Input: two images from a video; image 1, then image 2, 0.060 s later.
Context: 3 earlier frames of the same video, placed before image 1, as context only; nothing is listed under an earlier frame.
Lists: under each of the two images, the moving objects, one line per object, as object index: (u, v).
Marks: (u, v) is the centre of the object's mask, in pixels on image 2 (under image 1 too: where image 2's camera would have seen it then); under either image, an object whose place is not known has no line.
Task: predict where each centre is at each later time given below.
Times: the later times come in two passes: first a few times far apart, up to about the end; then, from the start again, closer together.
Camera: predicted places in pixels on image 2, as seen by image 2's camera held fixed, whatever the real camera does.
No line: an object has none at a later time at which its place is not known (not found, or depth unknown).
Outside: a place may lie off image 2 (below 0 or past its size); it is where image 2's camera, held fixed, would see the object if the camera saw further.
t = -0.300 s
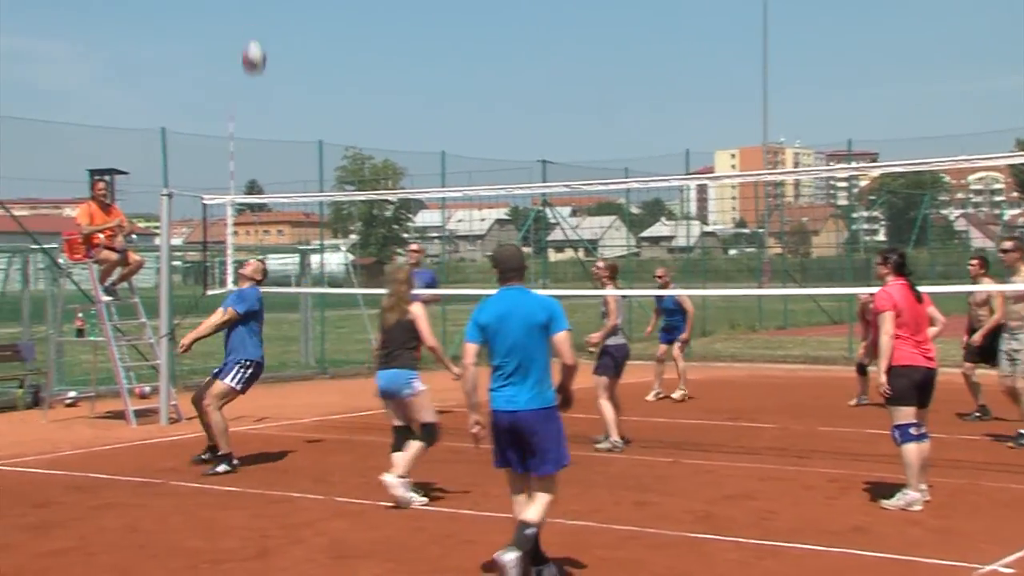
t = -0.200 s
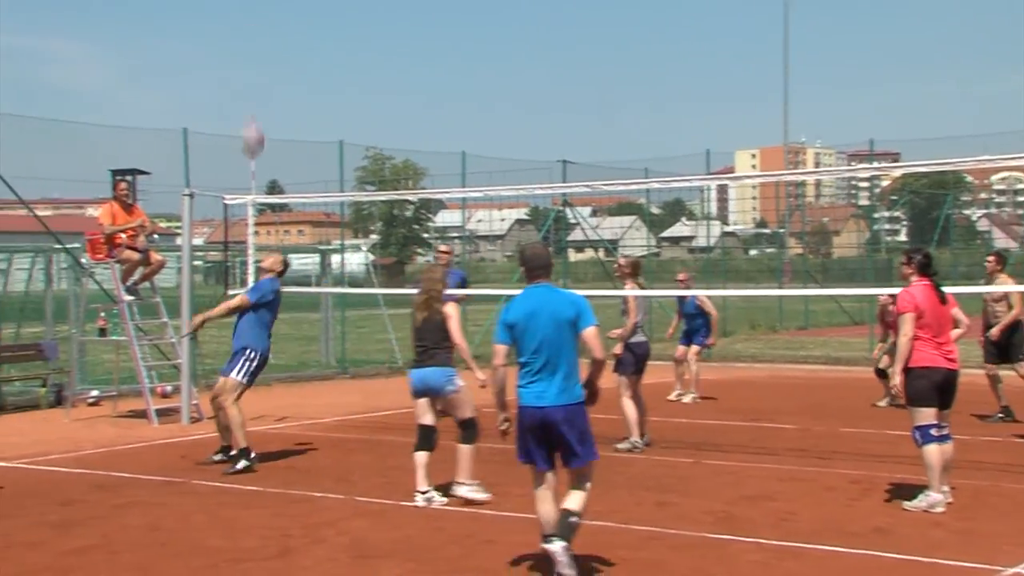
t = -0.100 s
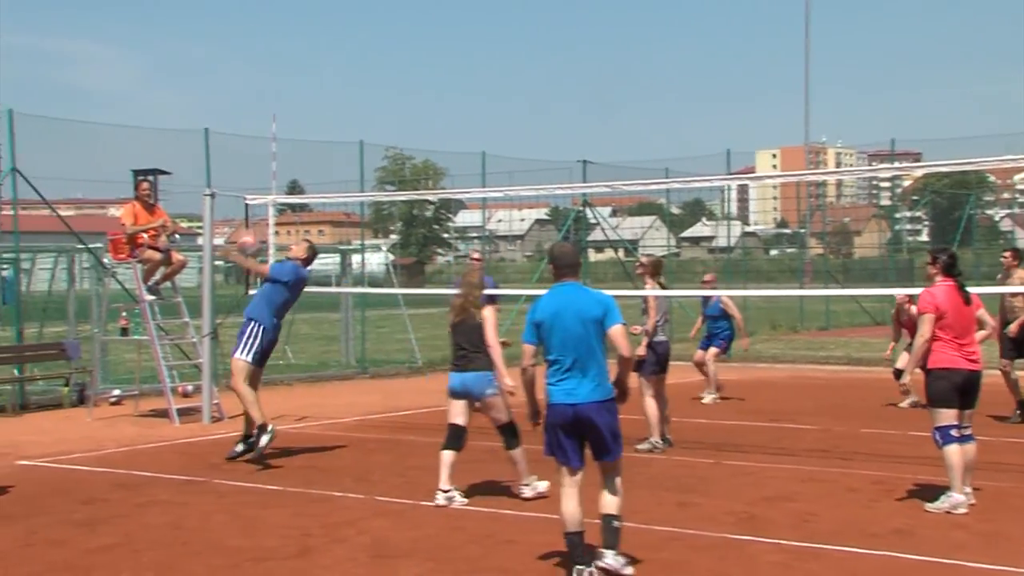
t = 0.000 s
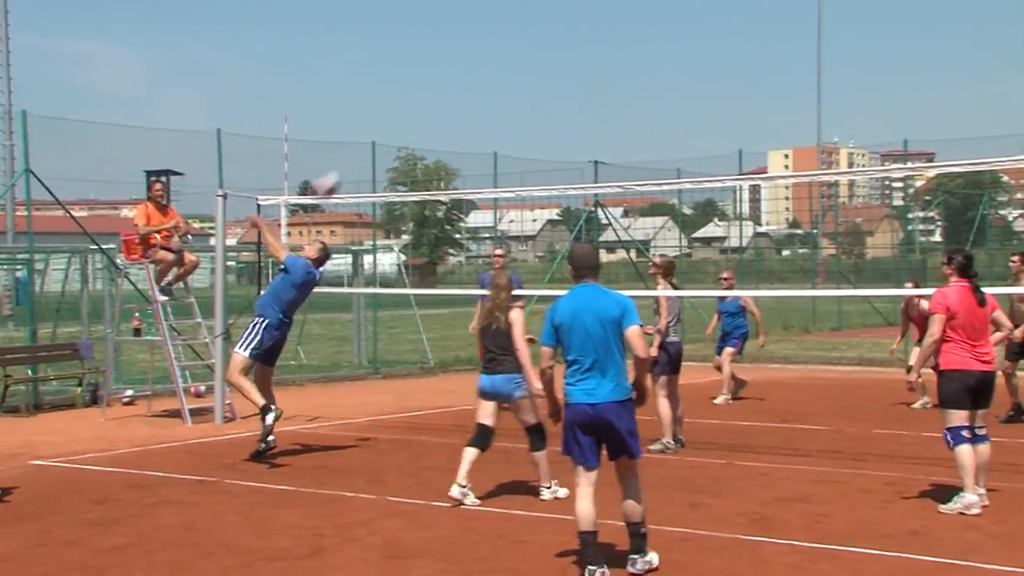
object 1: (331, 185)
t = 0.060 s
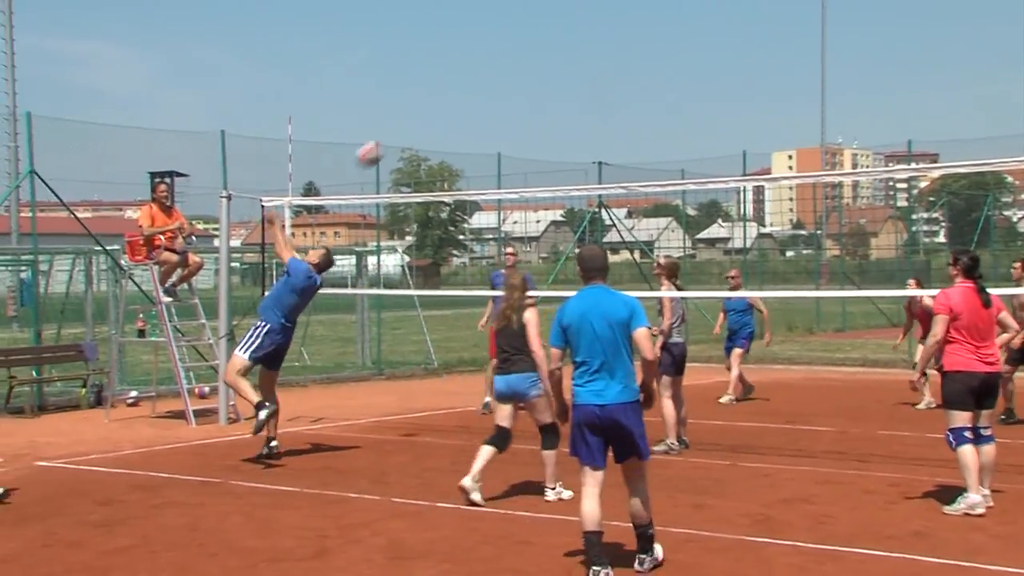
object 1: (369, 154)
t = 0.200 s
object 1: (457, 97)
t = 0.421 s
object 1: (581, 57)
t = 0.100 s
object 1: (396, 136)
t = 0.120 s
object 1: (408, 127)
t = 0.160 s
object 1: (434, 110)
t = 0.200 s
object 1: (457, 97)
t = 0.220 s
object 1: (470, 91)
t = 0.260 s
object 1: (494, 81)
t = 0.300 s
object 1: (516, 71)
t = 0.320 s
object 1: (528, 68)
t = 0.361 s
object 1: (549, 62)
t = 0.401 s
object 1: (571, 57)
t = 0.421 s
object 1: (581, 57)
